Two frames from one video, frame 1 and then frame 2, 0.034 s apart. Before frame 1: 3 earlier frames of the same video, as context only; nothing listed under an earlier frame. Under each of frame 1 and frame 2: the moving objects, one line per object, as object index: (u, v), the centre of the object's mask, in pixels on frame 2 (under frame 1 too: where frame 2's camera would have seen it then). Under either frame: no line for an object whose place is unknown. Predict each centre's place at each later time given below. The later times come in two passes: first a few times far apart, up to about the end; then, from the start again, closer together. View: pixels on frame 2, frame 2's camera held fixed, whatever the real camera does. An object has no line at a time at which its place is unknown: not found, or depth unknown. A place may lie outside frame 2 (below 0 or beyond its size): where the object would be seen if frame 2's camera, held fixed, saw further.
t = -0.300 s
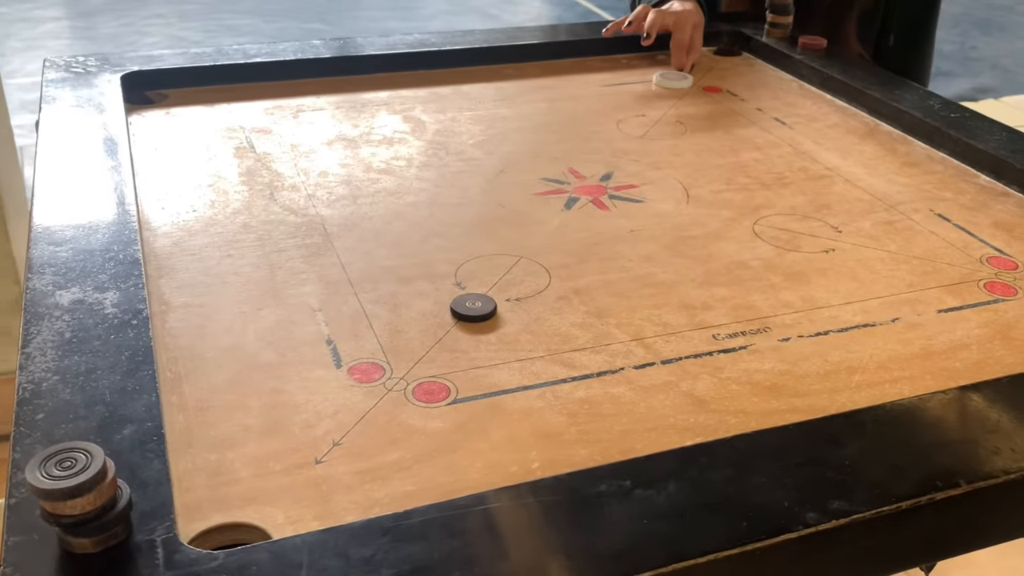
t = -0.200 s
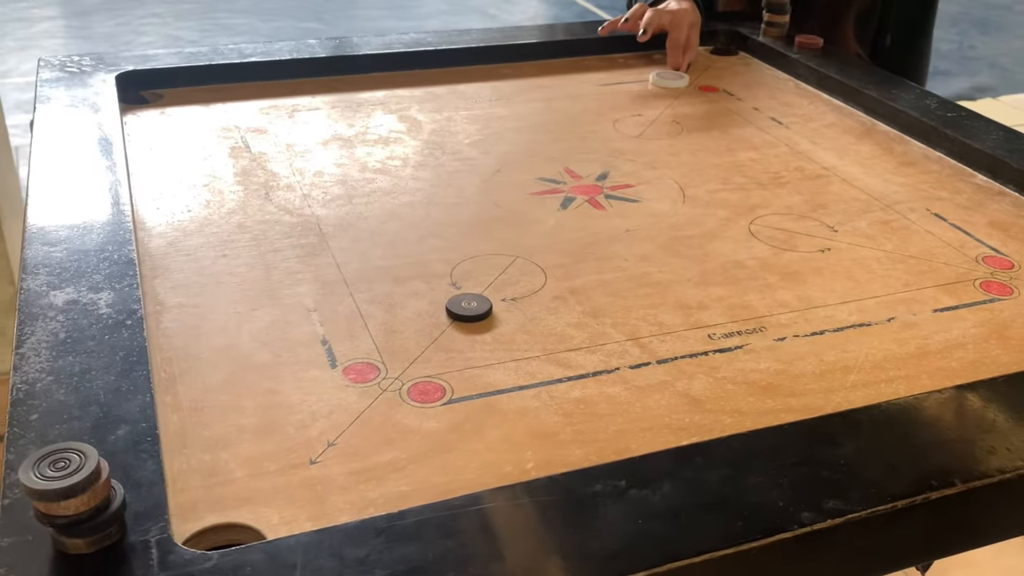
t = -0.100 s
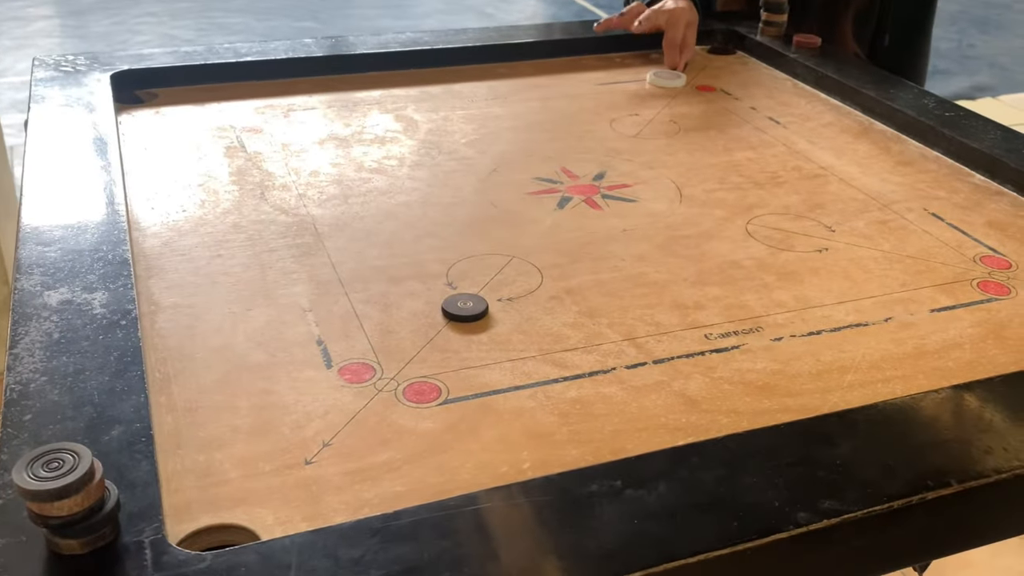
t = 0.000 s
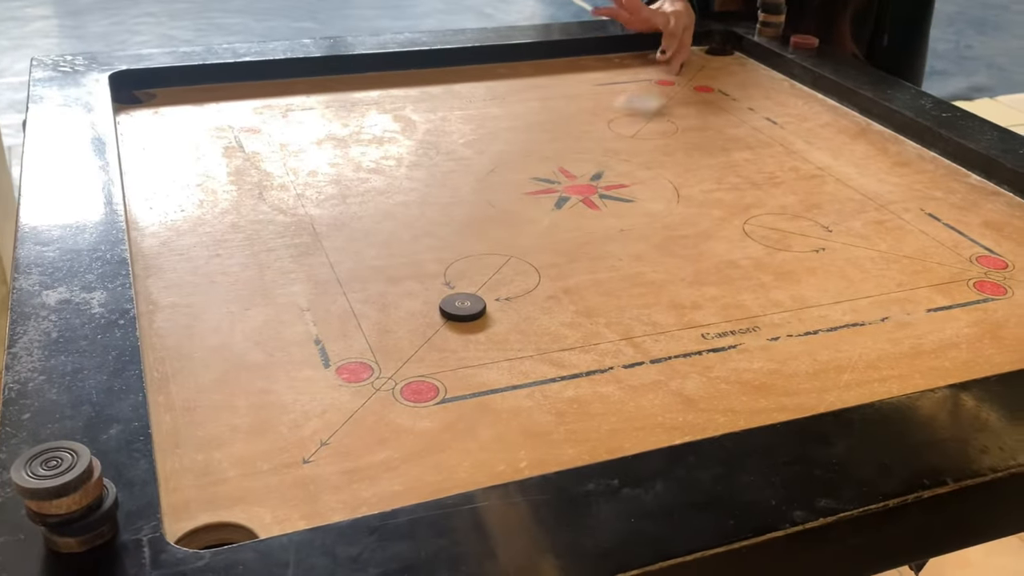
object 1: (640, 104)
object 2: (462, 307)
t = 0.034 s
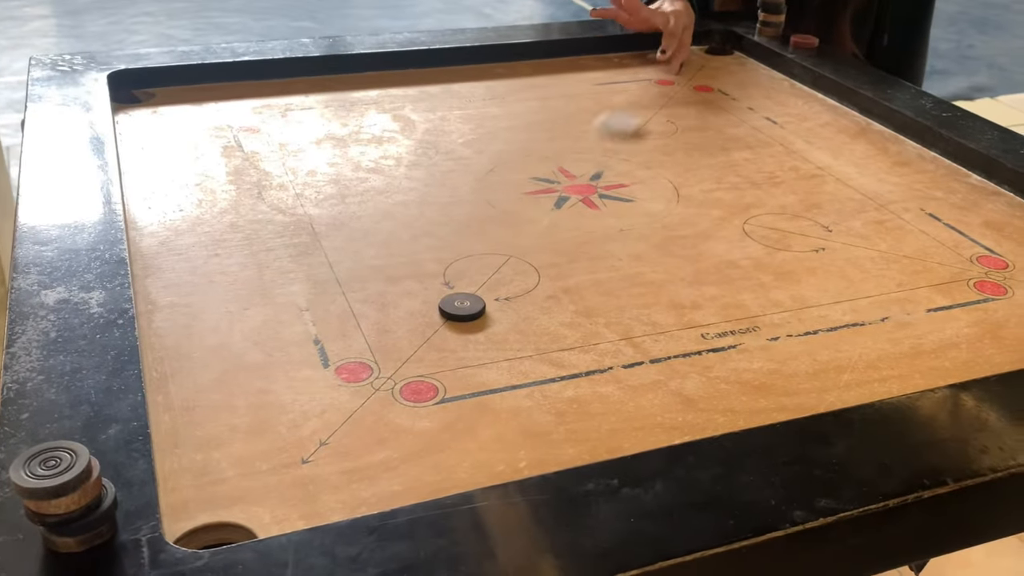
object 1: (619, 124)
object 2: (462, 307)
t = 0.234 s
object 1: (439, 287)
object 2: (464, 322)
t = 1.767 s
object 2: (176, 139)
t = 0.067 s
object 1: (596, 147)
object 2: (462, 307)
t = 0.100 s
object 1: (569, 170)
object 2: (462, 307)
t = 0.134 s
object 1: (542, 196)
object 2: (462, 307)
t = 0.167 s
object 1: (510, 226)
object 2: (462, 307)
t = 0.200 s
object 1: (478, 259)
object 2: (462, 307)
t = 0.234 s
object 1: (439, 287)
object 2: (464, 322)
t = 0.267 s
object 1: (398, 305)
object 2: (472, 376)
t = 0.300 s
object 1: (355, 321)
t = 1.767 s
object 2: (176, 139)
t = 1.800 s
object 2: (176, 139)
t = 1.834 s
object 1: (515, 369)
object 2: (177, 139)
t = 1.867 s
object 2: (177, 139)
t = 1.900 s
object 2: (177, 139)
